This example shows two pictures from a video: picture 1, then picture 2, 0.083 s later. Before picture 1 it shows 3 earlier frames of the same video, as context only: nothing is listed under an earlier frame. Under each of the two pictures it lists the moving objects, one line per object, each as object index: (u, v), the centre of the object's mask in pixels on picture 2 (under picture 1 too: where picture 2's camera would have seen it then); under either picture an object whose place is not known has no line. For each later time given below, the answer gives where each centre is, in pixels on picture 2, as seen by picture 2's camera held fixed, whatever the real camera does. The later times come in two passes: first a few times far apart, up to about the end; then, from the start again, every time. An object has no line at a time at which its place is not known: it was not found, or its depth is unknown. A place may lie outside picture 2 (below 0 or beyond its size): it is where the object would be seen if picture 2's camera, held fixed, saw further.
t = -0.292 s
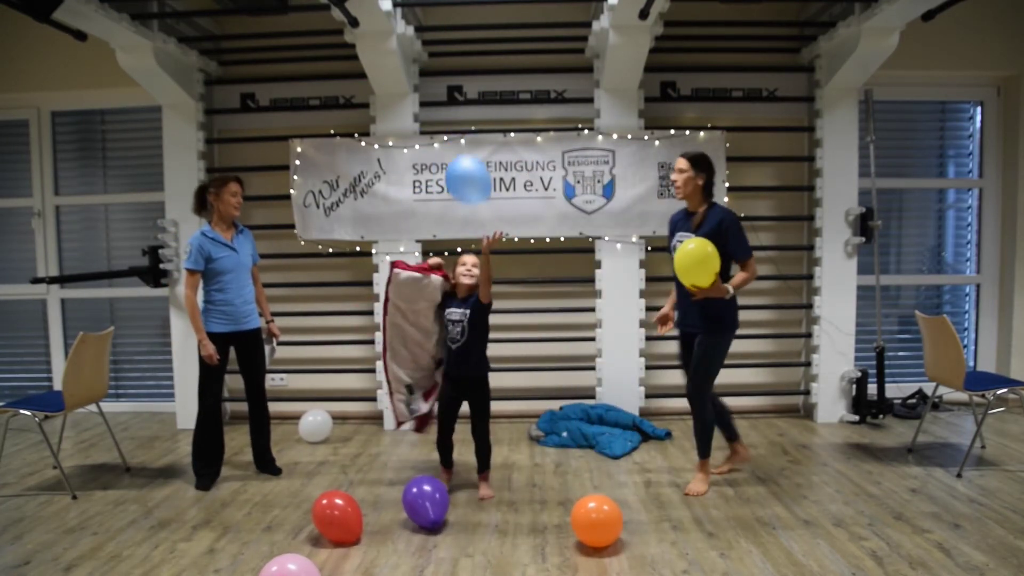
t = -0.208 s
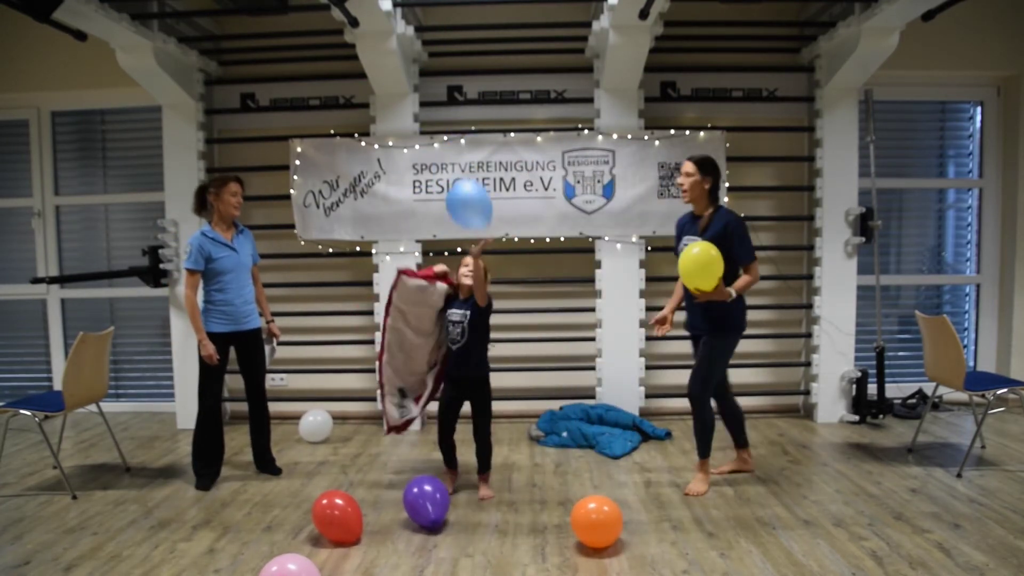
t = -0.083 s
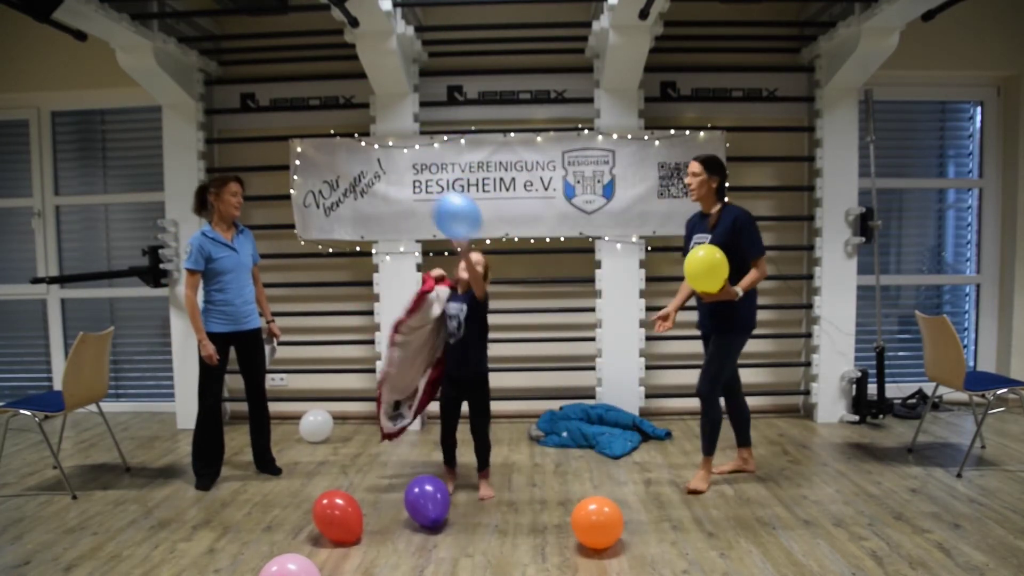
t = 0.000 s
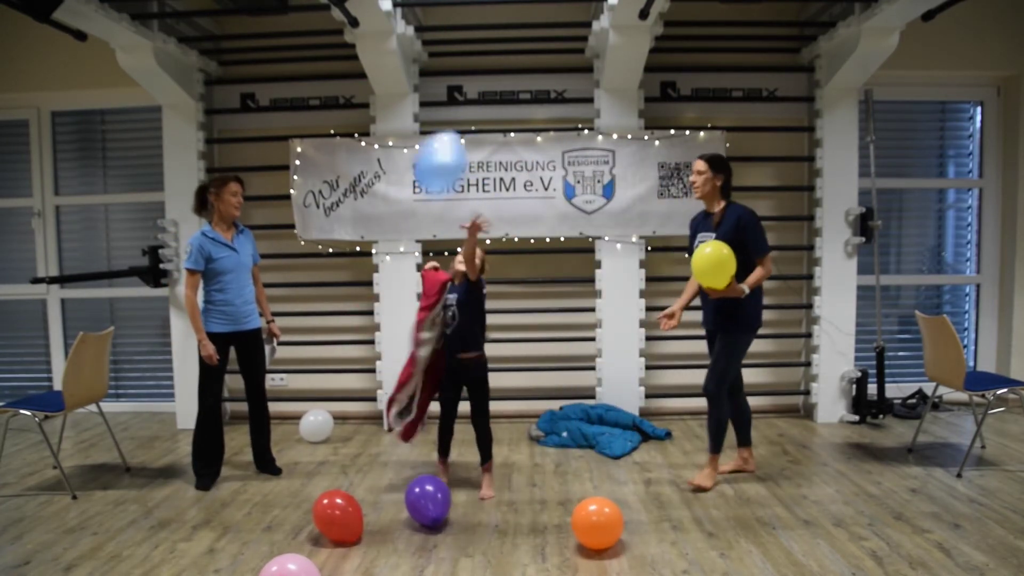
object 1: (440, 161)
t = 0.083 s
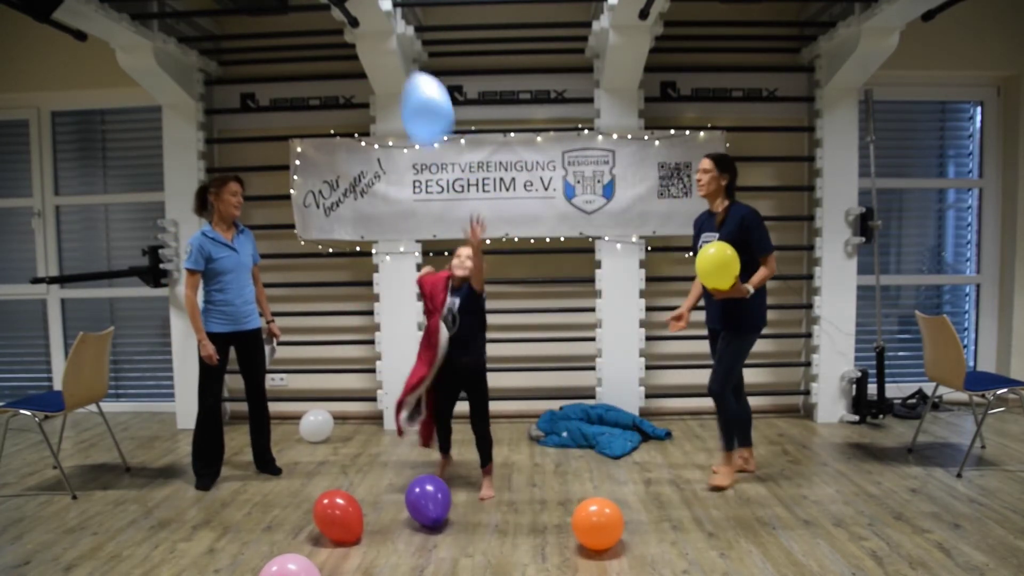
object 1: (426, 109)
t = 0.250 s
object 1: (375, 34)
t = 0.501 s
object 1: (292, 18)
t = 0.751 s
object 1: (234, 44)
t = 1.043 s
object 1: (193, 155)
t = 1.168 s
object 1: (189, 216)
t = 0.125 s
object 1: (418, 87)
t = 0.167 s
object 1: (406, 66)
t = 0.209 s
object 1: (391, 48)
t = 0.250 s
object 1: (375, 34)
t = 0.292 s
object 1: (360, 27)
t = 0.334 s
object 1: (348, 23)
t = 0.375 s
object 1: (335, 20)
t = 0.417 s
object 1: (320, 17)
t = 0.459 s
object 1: (305, 17)
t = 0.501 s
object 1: (292, 18)
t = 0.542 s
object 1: (281, 20)
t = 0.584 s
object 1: (271, 23)
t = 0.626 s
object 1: (261, 26)
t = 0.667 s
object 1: (251, 30)
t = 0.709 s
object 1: (242, 36)
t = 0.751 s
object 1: (234, 44)
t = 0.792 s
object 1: (227, 56)
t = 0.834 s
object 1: (219, 70)
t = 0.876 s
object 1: (212, 84)
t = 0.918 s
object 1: (206, 99)
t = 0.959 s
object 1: (200, 116)
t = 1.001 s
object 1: (196, 135)
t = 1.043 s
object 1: (193, 155)
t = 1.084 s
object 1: (191, 175)
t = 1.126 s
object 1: (189, 194)
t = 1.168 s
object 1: (189, 216)
